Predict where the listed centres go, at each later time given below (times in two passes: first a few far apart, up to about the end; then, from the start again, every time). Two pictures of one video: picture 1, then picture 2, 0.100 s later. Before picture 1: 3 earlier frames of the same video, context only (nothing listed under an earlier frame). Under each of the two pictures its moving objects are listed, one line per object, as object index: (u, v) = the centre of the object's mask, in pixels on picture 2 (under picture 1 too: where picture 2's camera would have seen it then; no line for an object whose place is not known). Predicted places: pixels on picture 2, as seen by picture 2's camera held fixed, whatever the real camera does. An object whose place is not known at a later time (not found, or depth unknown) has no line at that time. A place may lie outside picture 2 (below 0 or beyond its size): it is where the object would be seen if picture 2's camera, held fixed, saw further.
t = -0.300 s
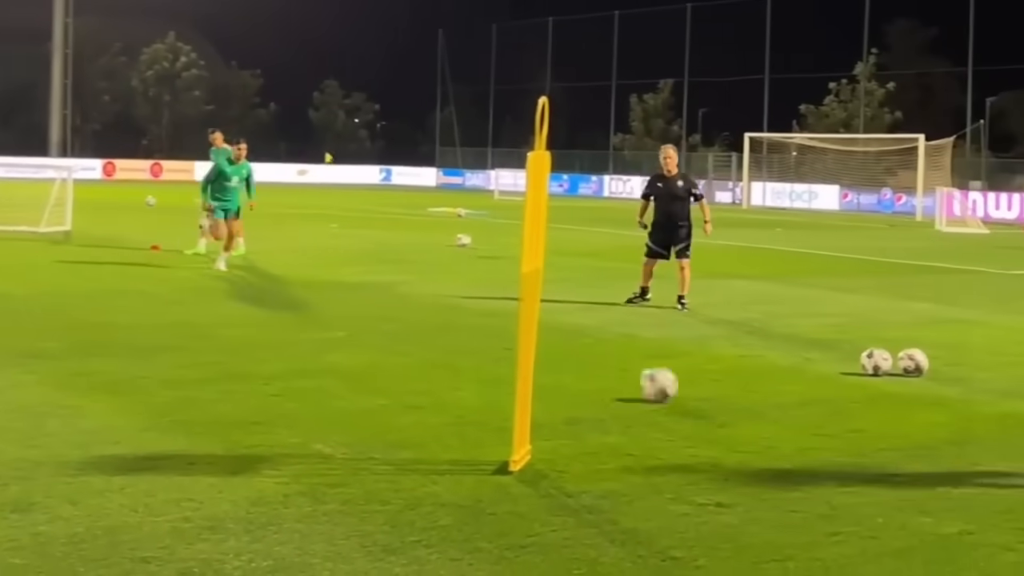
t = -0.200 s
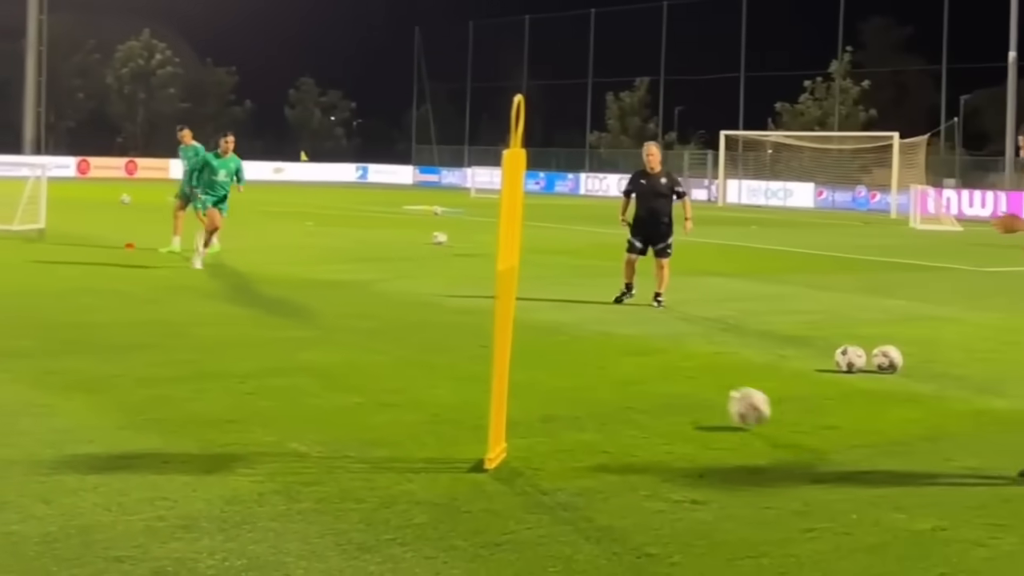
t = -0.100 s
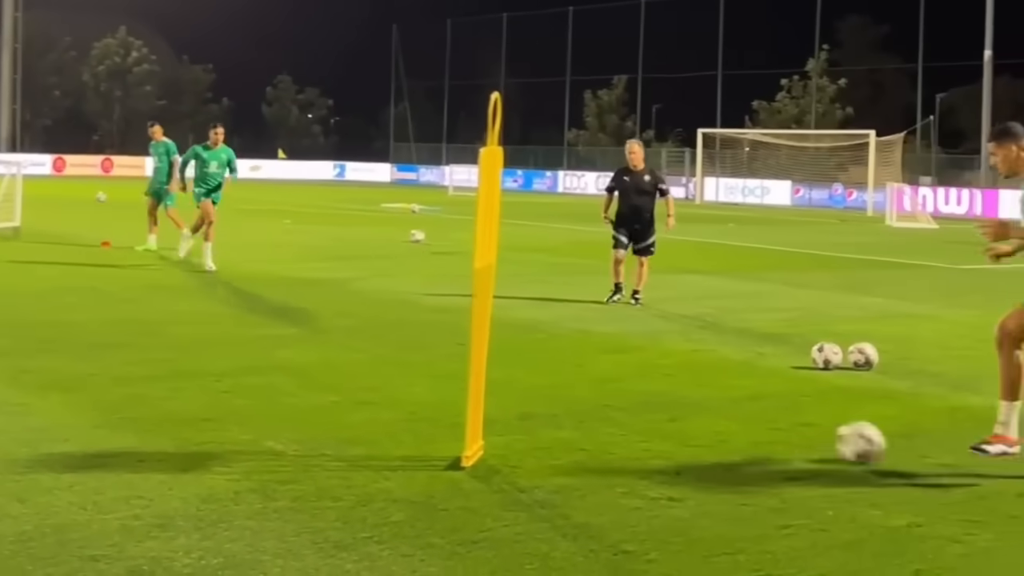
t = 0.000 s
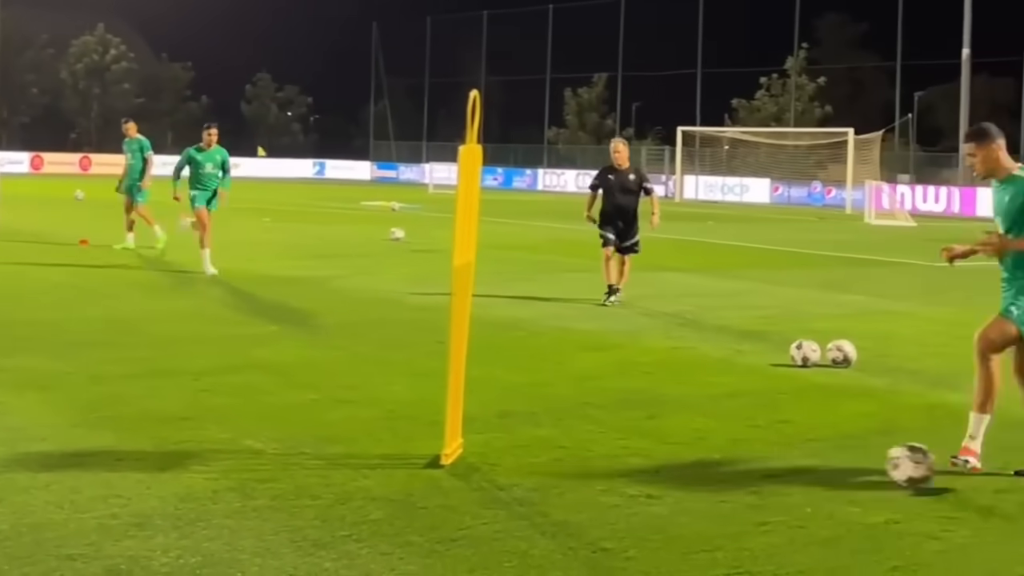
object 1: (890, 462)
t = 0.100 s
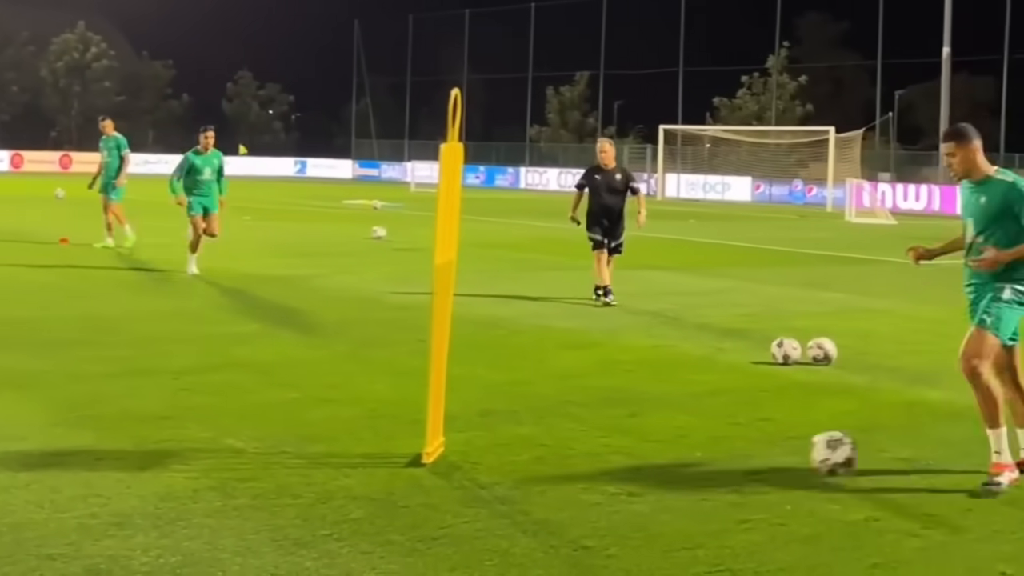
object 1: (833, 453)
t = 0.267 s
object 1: (744, 467)
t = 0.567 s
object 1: (631, 476)
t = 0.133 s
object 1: (815, 454)
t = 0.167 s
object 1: (796, 456)
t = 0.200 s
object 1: (775, 462)
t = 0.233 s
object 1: (757, 469)
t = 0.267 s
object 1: (744, 467)
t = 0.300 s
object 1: (729, 465)
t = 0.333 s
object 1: (716, 466)
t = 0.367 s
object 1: (701, 469)
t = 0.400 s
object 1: (688, 471)
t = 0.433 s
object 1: (677, 473)
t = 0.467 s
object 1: (665, 473)
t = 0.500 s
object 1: (653, 474)
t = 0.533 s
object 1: (642, 476)
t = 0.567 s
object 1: (631, 476)
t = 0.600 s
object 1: (619, 476)
